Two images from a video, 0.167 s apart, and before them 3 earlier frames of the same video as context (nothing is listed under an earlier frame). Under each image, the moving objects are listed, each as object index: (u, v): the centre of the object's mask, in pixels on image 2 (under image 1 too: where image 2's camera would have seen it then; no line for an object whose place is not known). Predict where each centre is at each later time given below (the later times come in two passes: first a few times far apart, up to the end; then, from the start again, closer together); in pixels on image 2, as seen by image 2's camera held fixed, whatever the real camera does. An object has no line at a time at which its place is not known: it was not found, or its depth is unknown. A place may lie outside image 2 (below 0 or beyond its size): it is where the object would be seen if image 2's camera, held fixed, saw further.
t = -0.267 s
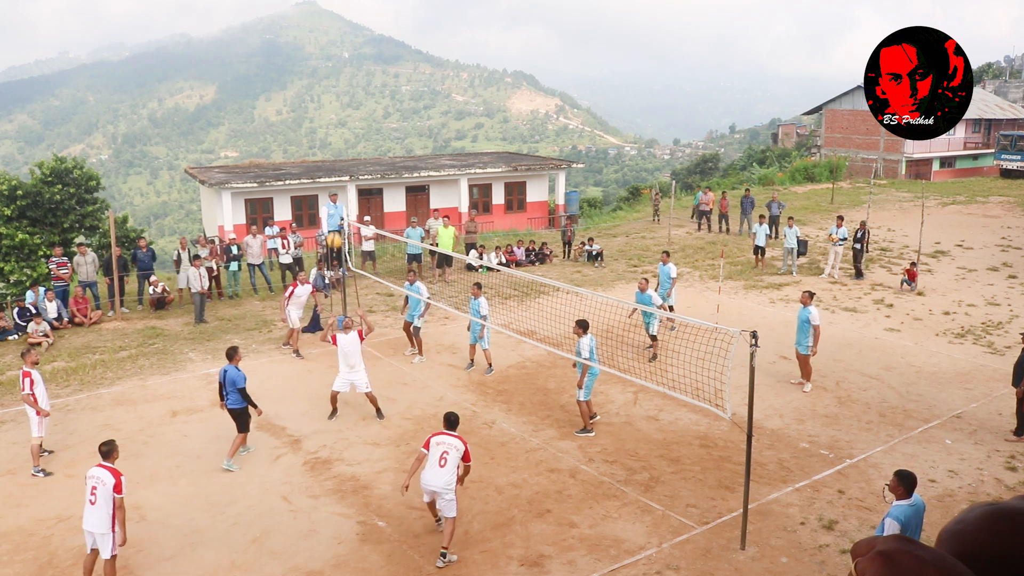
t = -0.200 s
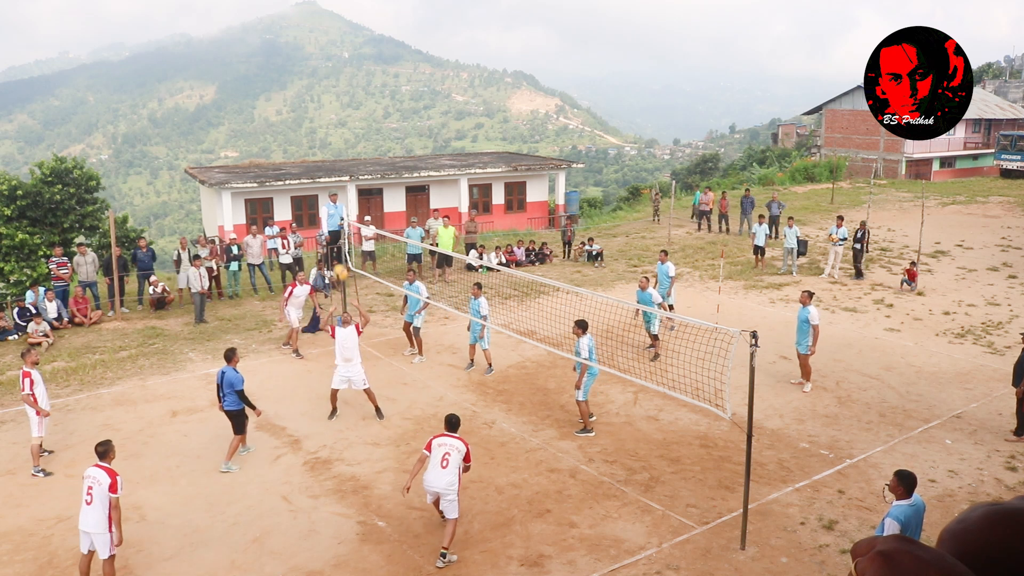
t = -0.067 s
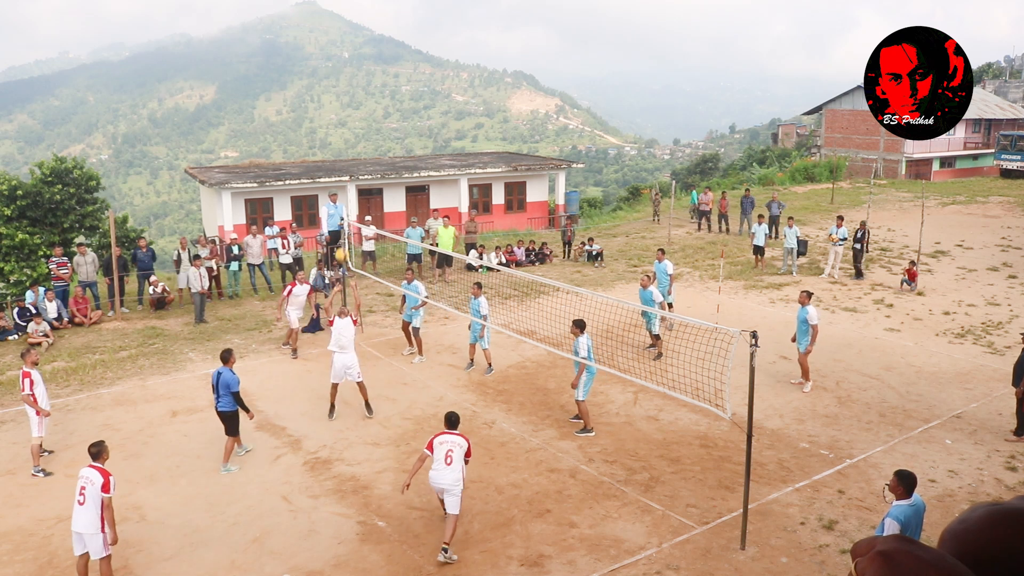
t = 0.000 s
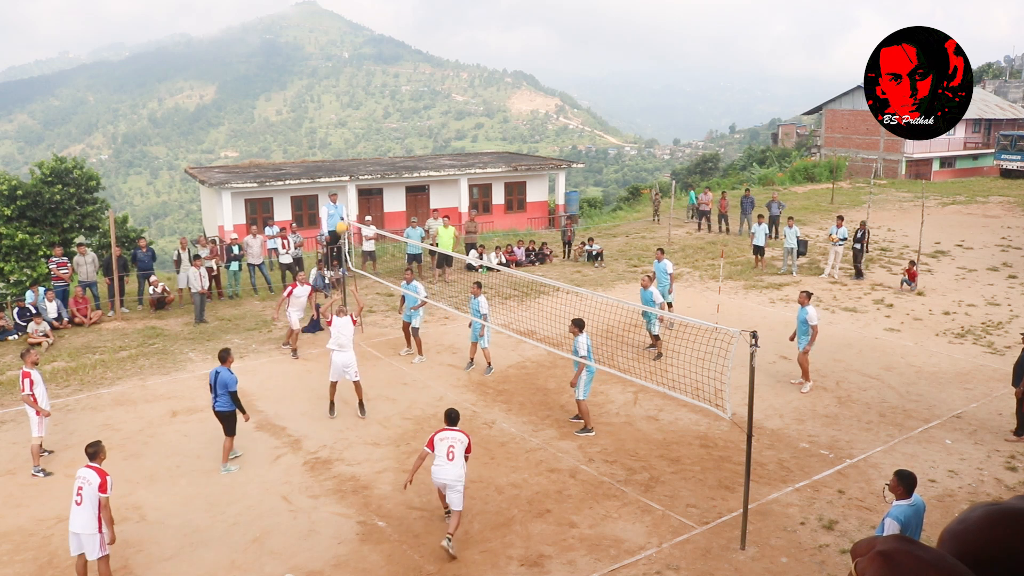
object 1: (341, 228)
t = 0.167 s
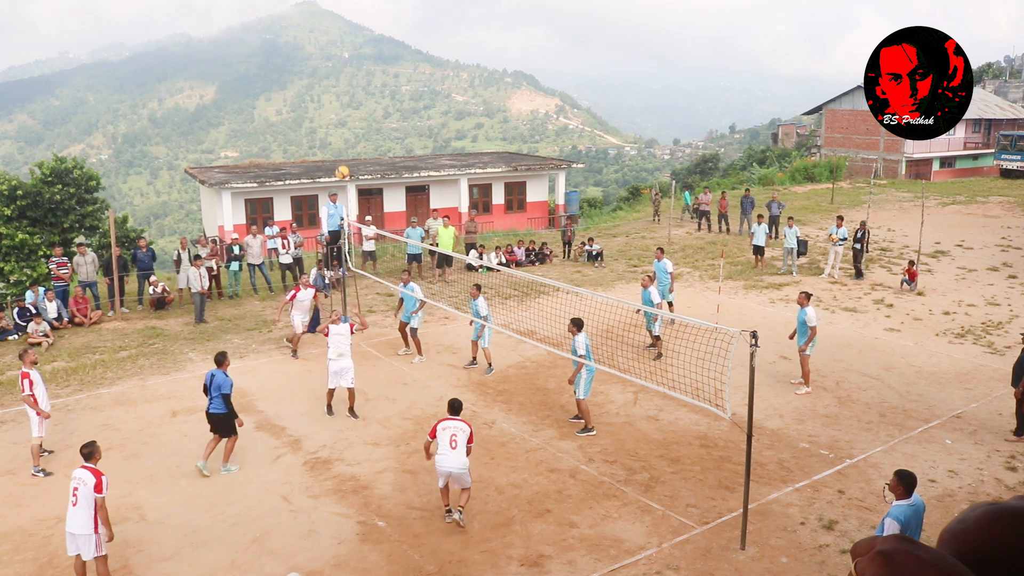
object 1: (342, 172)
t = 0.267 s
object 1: (343, 150)
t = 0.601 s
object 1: (347, 120)
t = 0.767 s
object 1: (349, 130)
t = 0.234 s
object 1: (343, 156)
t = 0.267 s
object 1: (343, 150)
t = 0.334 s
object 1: (344, 138)
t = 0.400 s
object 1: (344, 129)
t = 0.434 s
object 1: (344, 126)
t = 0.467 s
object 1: (345, 123)
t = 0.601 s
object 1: (347, 120)
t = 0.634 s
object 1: (347, 121)
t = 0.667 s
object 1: (347, 122)
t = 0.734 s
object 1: (348, 127)
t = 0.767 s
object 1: (349, 130)
